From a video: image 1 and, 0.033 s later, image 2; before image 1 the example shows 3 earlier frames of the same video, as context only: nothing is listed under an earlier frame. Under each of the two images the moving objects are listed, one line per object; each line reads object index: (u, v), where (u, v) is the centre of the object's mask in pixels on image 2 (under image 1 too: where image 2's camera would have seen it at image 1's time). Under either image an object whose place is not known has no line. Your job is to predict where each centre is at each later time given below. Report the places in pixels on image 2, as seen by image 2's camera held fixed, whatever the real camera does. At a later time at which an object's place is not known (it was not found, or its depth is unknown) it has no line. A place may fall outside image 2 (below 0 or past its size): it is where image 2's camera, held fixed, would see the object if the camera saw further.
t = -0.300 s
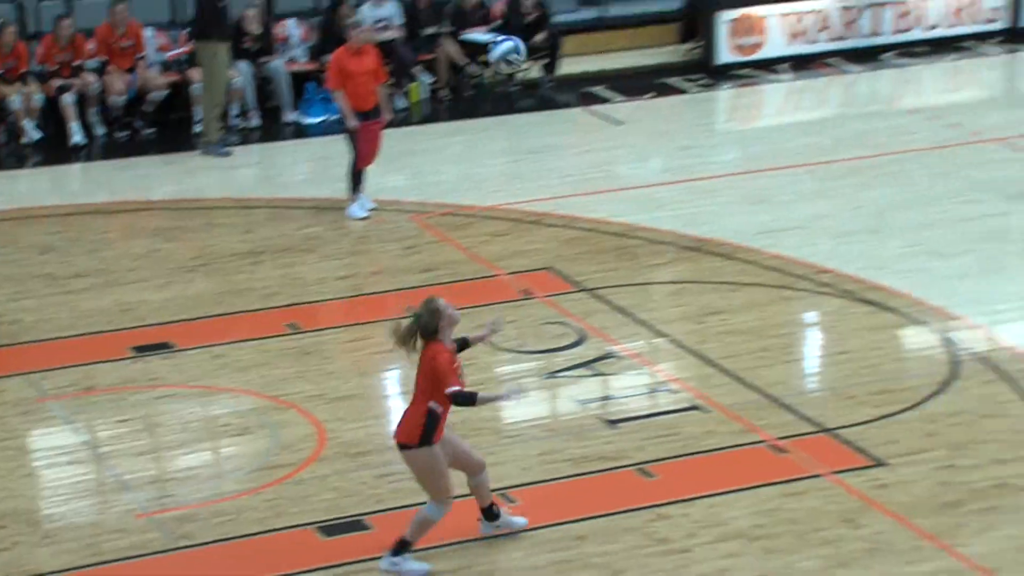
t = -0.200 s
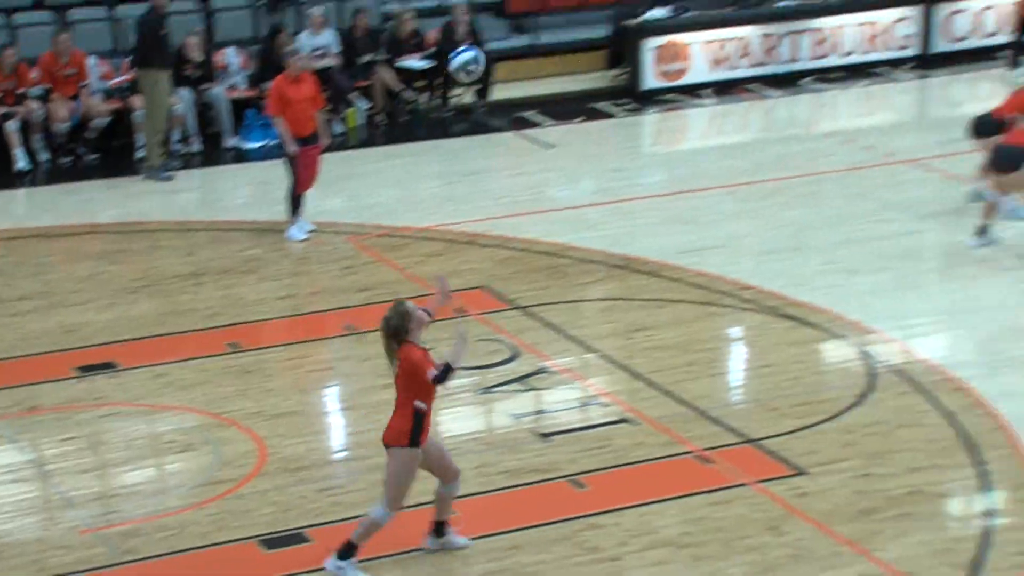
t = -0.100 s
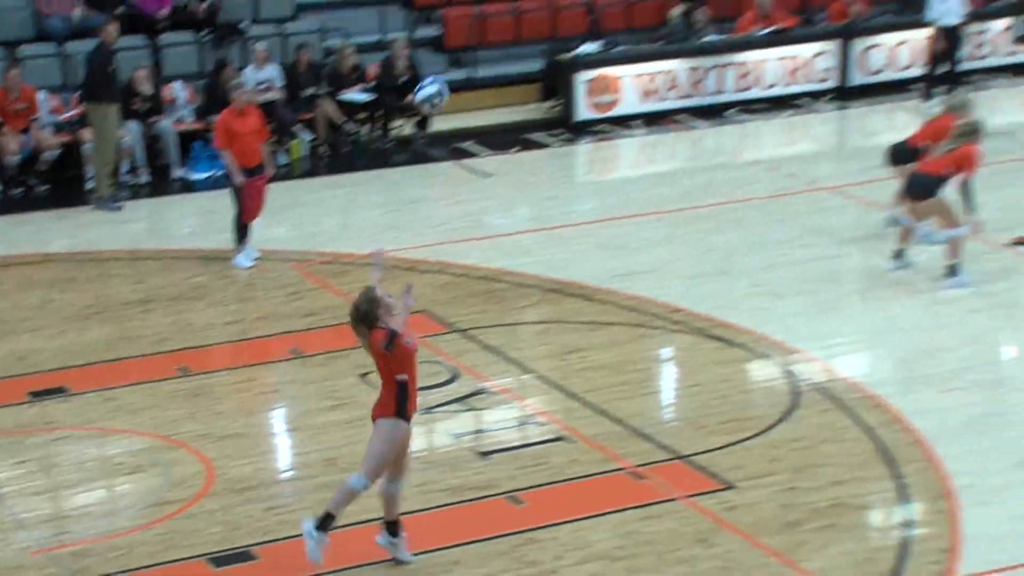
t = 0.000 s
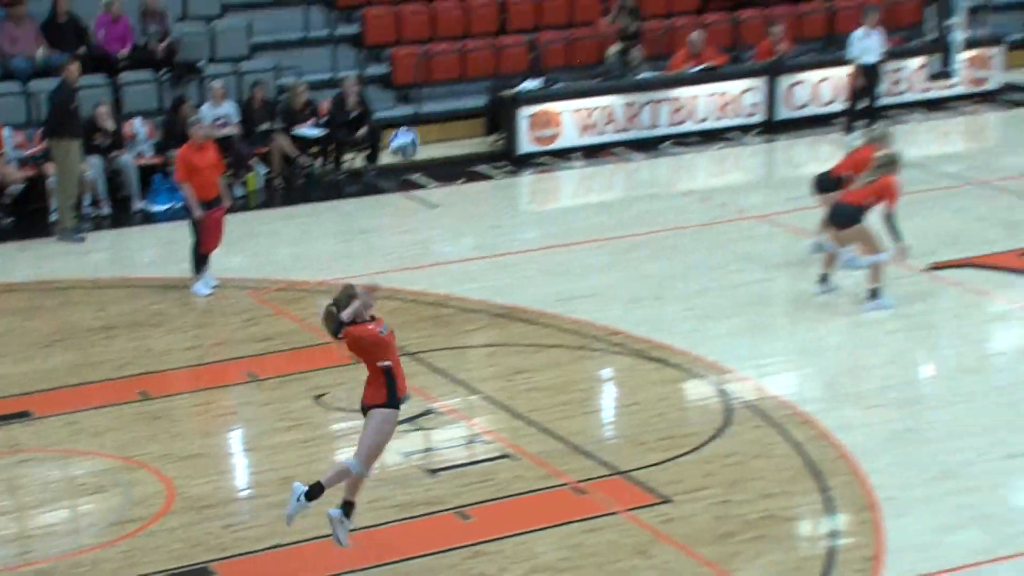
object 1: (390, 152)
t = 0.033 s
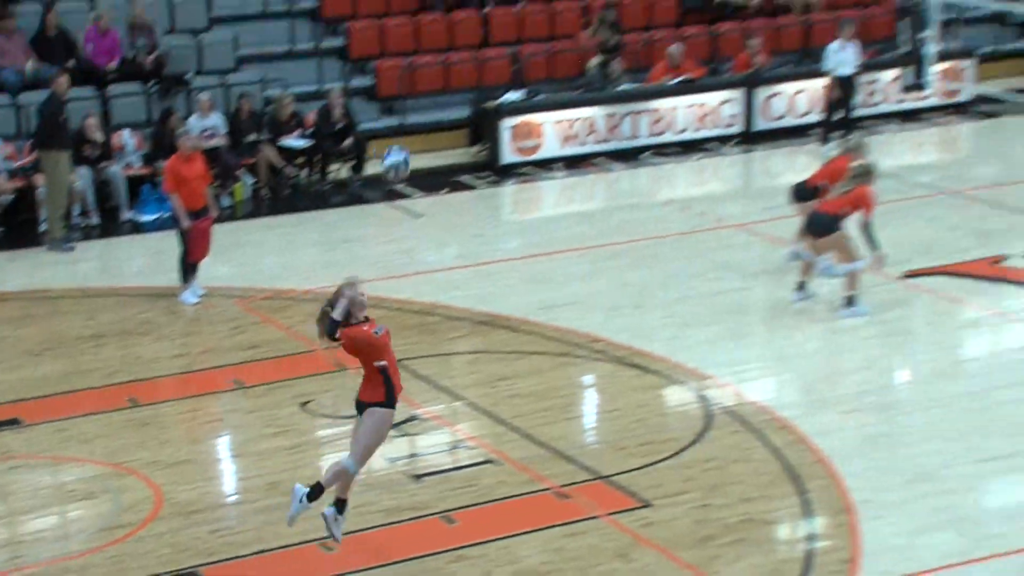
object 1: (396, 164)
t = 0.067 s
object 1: (403, 174)
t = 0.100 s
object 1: (411, 185)
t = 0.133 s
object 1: (418, 199)
